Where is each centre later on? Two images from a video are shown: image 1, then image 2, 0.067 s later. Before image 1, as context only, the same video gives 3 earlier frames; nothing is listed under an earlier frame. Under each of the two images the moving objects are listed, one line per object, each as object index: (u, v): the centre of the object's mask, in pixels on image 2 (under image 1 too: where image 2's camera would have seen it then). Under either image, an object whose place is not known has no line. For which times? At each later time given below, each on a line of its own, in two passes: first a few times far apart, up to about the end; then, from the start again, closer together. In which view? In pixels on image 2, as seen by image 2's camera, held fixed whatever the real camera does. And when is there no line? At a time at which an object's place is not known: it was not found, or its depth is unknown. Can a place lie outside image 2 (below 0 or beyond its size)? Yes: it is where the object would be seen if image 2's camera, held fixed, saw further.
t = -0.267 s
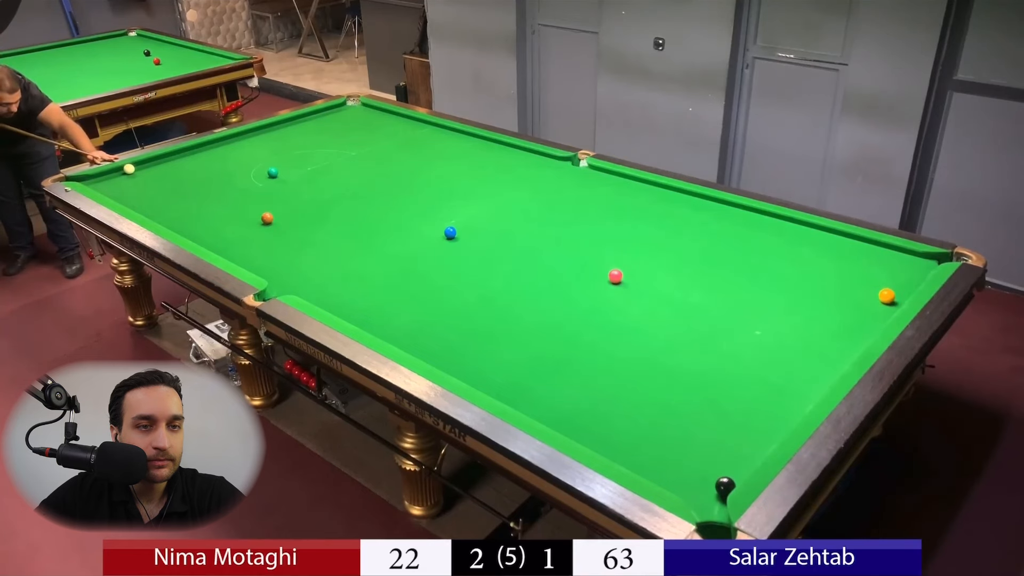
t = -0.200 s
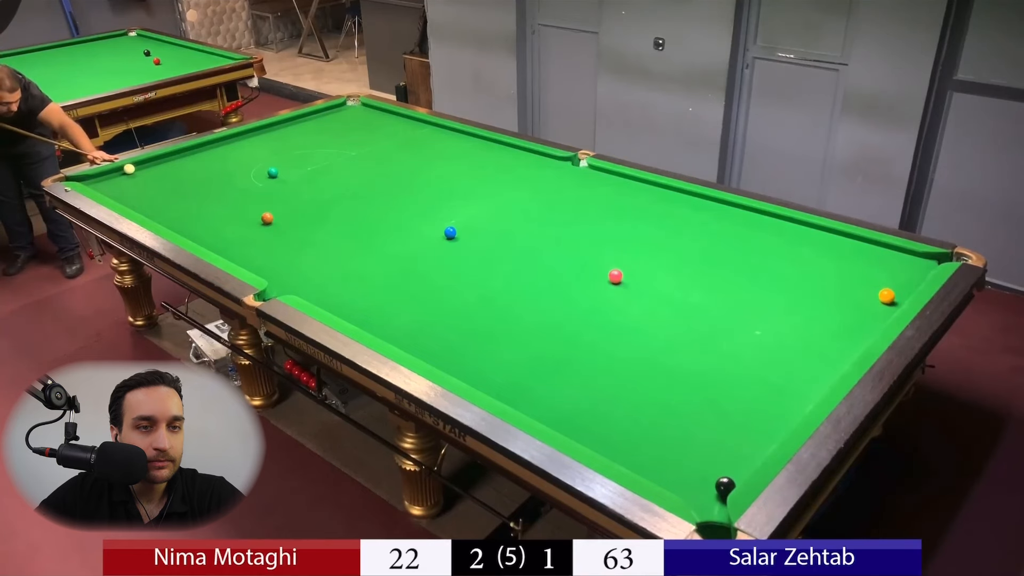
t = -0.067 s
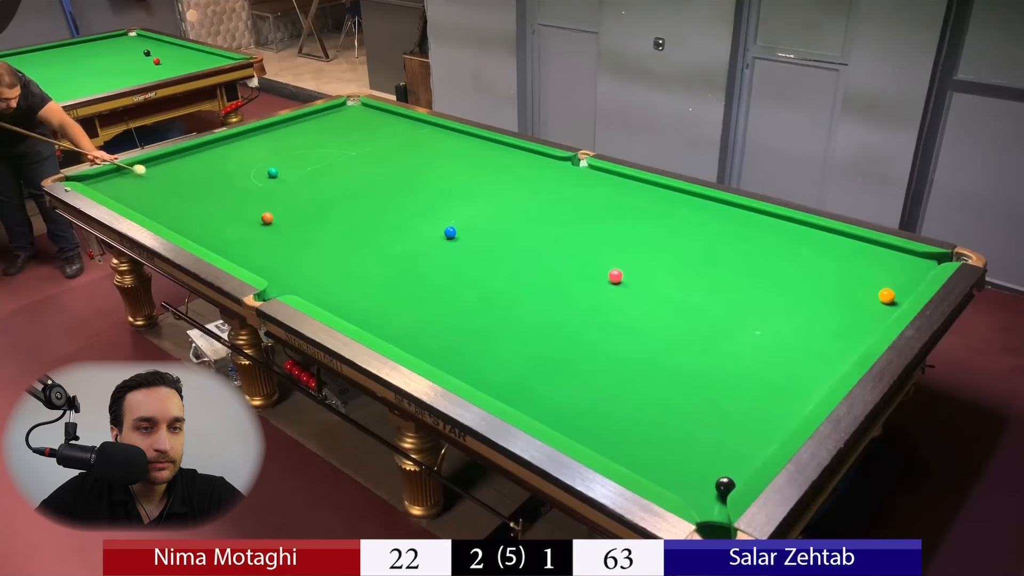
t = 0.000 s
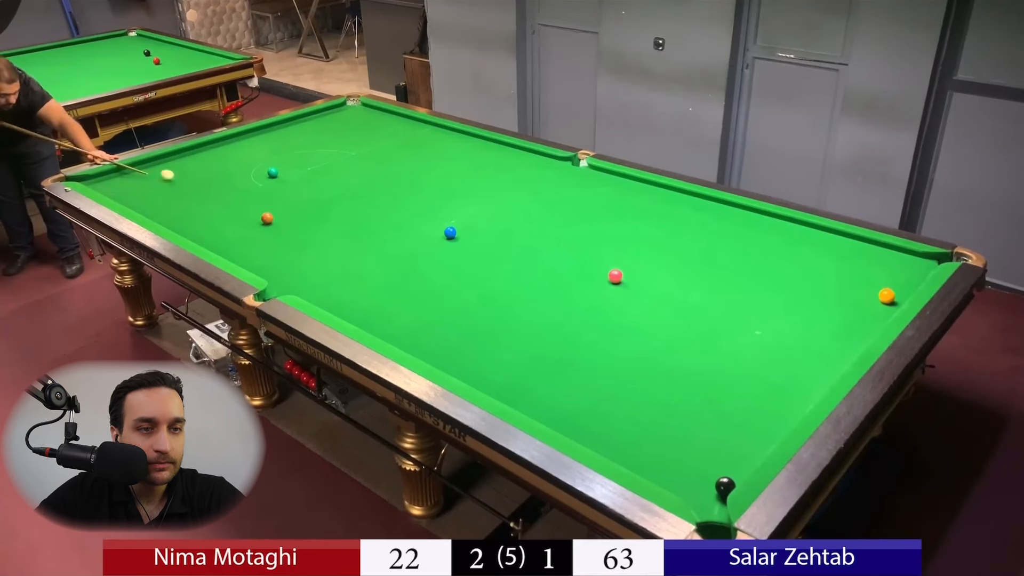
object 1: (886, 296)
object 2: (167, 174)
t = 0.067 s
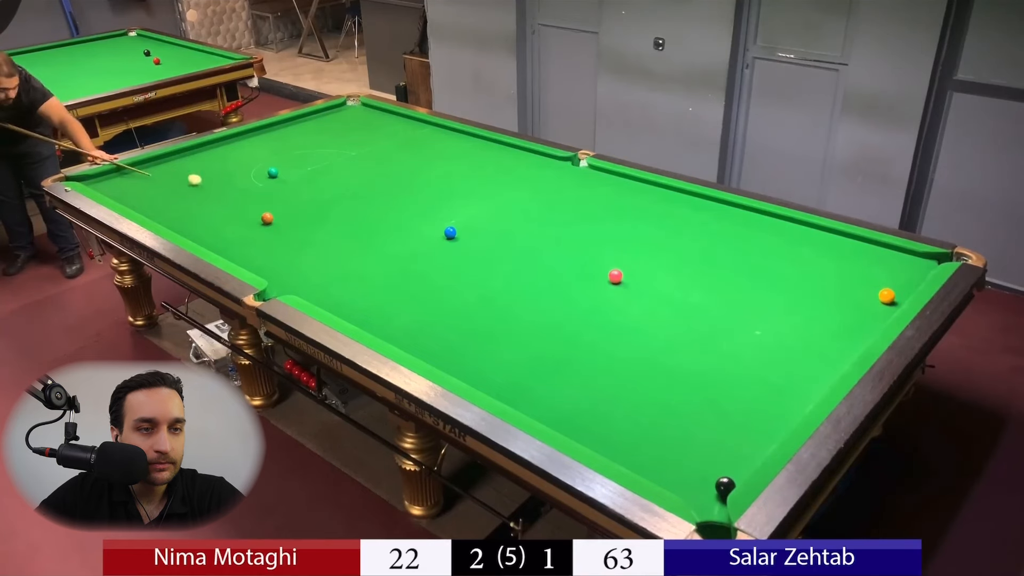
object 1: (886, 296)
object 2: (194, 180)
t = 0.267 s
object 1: (886, 296)
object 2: (280, 195)
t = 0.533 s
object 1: (887, 296)
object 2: (407, 217)
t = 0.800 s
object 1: (886, 296)
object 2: (549, 242)
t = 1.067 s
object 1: (887, 296)
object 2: (714, 270)
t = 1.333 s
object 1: (905, 292)
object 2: (884, 305)
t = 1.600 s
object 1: (867, 260)
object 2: (819, 305)
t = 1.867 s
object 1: (837, 234)
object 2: (766, 302)
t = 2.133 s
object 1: (787, 229)
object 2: (714, 299)
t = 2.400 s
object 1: (739, 225)
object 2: (666, 296)
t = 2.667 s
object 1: (693, 222)
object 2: (621, 293)
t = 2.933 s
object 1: (651, 219)
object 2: (579, 291)
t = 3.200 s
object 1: (611, 216)
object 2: (540, 289)
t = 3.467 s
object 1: (573, 214)
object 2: (503, 287)
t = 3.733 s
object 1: (539, 211)
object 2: (468, 286)
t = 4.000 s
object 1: (506, 208)
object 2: (436, 284)
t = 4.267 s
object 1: (476, 206)
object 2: (405, 283)
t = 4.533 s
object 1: (447, 204)
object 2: (377, 282)
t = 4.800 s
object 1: (421, 201)
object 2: (351, 280)
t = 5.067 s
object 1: (396, 199)
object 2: (327, 280)
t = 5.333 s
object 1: (372, 196)
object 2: (305, 278)
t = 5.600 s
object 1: (351, 194)
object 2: (285, 277)
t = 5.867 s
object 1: (330, 193)
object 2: (267, 276)
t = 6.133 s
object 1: (311, 191)
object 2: (263, 271)
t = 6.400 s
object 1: (294, 189)
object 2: (262, 268)
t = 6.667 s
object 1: (278, 188)
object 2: (261, 264)
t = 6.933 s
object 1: (264, 186)
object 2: (261, 261)
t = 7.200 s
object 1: (252, 185)
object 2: (261, 260)
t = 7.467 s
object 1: (240, 184)
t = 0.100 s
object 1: (886, 296)
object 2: (208, 182)
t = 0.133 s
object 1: (886, 296)
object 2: (222, 184)
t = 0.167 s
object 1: (886, 296)
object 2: (236, 187)
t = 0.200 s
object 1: (886, 296)
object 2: (250, 189)
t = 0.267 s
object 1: (886, 296)
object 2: (280, 195)
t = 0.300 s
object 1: (886, 296)
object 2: (295, 197)
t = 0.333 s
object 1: (886, 296)
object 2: (310, 200)
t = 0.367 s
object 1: (886, 296)
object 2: (326, 203)
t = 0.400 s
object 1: (886, 296)
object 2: (342, 205)
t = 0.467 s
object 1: (886, 296)
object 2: (374, 211)
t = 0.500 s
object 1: (887, 296)
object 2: (391, 214)
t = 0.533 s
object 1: (887, 296)
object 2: (407, 217)
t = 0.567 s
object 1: (887, 296)
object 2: (424, 220)
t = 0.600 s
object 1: (886, 296)
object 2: (441, 223)
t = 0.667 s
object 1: (886, 296)
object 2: (476, 229)
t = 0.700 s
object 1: (887, 296)
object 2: (494, 232)
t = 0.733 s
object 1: (887, 296)
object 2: (512, 235)
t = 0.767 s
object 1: (887, 296)
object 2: (531, 238)
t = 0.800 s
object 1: (886, 296)
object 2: (549, 242)
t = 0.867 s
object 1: (887, 296)
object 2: (588, 248)
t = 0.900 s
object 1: (886, 296)
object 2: (608, 251)
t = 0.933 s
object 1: (887, 296)
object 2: (629, 255)
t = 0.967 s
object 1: (887, 296)
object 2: (649, 259)
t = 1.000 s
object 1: (887, 296)
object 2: (671, 262)
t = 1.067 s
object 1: (887, 296)
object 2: (714, 270)
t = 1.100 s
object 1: (886, 296)
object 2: (737, 273)
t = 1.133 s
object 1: (887, 296)
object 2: (760, 277)
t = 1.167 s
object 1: (887, 296)
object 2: (783, 281)
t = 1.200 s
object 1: (887, 296)
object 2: (807, 285)
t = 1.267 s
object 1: (887, 296)
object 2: (856, 294)
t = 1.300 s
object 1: (892, 295)
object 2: (875, 299)
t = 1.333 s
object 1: (905, 292)
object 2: (884, 305)
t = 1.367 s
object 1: (899, 288)
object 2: (886, 309)
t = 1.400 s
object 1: (893, 283)
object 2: (874, 309)
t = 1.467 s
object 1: (883, 274)
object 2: (852, 307)
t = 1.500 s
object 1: (879, 271)
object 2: (843, 307)
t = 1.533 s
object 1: (875, 267)
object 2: (834, 306)
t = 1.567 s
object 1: (871, 264)
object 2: (827, 305)
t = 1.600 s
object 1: (867, 260)
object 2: (819, 305)
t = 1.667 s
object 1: (859, 253)
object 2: (806, 304)
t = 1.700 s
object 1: (855, 250)
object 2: (799, 304)
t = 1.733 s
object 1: (851, 247)
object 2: (792, 304)
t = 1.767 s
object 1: (847, 243)
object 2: (786, 303)
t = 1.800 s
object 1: (844, 240)
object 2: (779, 303)
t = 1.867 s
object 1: (837, 234)
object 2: (766, 302)
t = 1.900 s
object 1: (833, 232)
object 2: (759, 302)
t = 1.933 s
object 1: (826, 231)
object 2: (752, 301)
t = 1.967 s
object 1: (819, 231)
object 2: (746, 301)
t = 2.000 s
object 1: (813, 231)
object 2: (739, 301)
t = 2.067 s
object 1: (800, 230)
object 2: (727, 300)
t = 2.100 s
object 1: (794, 229)
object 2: (721, 299)
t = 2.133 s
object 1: (787, 229)
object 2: (714, 299)
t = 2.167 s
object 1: (781, 229)
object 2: (708, 299)
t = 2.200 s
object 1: (775, 228)
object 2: (702, 298)
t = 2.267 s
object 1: (763, 227)
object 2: (690, 298)
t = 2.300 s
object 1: (757, 227)
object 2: (684, 297)
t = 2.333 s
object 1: (751, 226)
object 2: (678, 297)
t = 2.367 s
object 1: (745, 226)
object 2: (672, 297)
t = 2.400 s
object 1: (739, 225)
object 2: (666, 296)
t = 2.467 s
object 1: (727, 225)
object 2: (655, 295)
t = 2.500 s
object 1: (721, 224)
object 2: (649, 295)
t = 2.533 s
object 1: (716, 224)
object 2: (643, 295)
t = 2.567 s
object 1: (710, 223)
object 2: (638, 294)
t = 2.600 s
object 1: (704, 223)
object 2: (632, 294)
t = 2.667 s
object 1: (693, 222)
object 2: (621, 293)
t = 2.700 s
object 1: (688, 222)
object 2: (616, 293)
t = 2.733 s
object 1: (682, 222)
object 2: (610, 293)
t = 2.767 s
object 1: (677, 221)
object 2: (605, 293)
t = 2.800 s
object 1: (672, 221)
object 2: (600, 292)
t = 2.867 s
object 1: (661, 220)
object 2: (589, 292)
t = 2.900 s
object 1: (656, 220)
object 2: (584, 292)
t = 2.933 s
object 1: (651, 219)
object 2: (579, 291)
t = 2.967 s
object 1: (645, 219)
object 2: (574, 291)
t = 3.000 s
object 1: (640, 219)
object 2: (569, 291)
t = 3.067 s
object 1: (630, 218)
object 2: (559, 291)
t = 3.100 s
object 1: (625, 217)
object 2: (554, 290)
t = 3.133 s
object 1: (620, 217)
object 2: (549, 290)
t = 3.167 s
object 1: (616, 217)
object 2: (544, 290)
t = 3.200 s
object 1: (611, 216)
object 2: (540, 289)
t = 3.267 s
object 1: (601, 215)
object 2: (530, 289)
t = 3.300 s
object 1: (596, 215)
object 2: (526, 288)
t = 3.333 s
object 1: (592, 215)
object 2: (521, 288)
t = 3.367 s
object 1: (587, 215)
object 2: (517, 288)
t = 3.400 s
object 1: (583, 214)
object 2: (512, 288)
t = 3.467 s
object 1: (573, 214)
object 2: (503, 287)
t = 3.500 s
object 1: (569, 213)
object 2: (498, 287)
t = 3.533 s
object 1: (565, 213)
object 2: (494, 287)
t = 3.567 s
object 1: (560, 212)
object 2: (489, 287)
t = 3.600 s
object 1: (556, 212)
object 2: (485, 287)
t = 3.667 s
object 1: (547, 212)
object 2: (477, 286)
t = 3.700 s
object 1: (543, 211)
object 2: (472, 286)
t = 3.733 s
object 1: (539, 211)
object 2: (468, 286)
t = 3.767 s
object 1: (535, 211)
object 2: (464, 285)
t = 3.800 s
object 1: (530, 210)
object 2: (460, 285)
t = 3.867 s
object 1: (522, 210)
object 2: (451, 285)
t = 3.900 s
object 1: (518, 209)
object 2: (448, 285)
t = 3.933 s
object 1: (514, 209)
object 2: (444, 284)
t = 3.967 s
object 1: (510, 209)
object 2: (440, 284)
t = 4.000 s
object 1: (506, 208)
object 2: (436, 284)
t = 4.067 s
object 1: (499, 208)
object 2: (428, 284)
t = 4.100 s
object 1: (495, 207)
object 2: (424, 284)
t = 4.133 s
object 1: (491, 207)
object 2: (420, 284)
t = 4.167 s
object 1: (487, 206)
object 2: (417, 283)
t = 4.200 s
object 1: (483, 206)
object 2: (413, 283)
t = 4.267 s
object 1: (476, 206)
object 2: (405, 283)
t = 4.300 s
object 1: (472, 206)
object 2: (402, 283)
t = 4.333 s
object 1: (468, 205)
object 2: (398, 282)
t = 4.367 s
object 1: (465, 205)
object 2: (394, 282)
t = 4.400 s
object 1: (461, 205)
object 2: (391, 282)
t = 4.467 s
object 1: (454, 204)
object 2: (384, 282)
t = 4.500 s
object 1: (451, 204)
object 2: (381, 281)
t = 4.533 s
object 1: (447, 204)
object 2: (377, 282)
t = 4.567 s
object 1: (444, 203)
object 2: (374, 281)
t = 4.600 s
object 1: (440, 203)
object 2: (371, 281)
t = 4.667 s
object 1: (434, 202)
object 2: (364, 281)
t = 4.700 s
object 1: (431, 202)
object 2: (361, 281)
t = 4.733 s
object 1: (427, 202)
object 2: (358, 280)
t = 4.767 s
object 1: (424, 201)
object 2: (354, 280)
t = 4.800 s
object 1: (421, 201)
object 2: (351, 280)
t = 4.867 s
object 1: (414, 201)
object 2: (345, 280)
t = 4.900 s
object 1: (411, 200)
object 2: (342, 280)
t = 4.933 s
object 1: (408, 200)
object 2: (339, 280)
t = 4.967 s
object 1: (405, 199)
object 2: (336, 280)
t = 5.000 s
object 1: (402, 199)
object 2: (333, 280)
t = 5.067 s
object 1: (396, 199)
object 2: (327, 280)
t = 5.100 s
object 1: (393, 198)
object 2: (324, 279)
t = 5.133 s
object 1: (390, 198)
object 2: (322, 279)
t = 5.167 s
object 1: (387, 198)
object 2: (319, 279)
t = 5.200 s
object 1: (384, 197)
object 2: (316, 279)
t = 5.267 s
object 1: (378, 197)
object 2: (310, 279)
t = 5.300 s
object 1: (375, 197)
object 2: (308, 278)
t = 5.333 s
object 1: (372, 196)
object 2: (305, 278)
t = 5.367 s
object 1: (369, 196)
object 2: (302, 278)
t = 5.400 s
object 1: (366, 196)
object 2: (300, 278)
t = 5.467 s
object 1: (361, 196)
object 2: (295, 278)
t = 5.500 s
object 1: (358, 195)
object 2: (292, 278)
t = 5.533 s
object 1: (356, 195)
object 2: (290, 278)
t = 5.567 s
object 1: (353, 195)
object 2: (288, 277)
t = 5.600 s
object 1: (351, 194)
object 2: (285, 277)
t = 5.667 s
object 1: (345, 194)
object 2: (280, 277)
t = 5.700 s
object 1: (343, 194)
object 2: (278, 277)
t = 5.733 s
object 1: (340, 194)
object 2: (276, 277)
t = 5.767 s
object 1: (337, 193)
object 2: (274, 276)
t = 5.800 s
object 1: (335, 193)
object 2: (272, 276)
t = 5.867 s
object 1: (330, 193)
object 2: (267, 276)
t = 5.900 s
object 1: (328, 192)
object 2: (265, 275)
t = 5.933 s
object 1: (325, 192)
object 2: (265, 275)
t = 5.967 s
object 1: (323, 192)
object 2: (265, 274)
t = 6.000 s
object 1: (321, 192)
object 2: (264, 274)
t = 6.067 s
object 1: (316, 191)
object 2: (264, 272)
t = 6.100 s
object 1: (314, 191)
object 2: (264, 272)
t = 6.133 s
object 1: (311, 191)
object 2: (263, 271)
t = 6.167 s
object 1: (309, 191)
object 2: (263, 271)
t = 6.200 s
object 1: (307, 190)
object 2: (263, 271)
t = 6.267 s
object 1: (303, 190)
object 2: (263, 270)
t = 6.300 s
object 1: (300, 190)
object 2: (262, 269)
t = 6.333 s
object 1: (298, 190)
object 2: (262, 269)
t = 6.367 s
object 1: (296, 189)
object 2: (262, 269)
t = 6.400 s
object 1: (294, 189)
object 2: (262, 268)
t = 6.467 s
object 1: (290, 189)
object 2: (262, 267)
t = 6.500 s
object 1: (288, 189)
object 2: (262, 267)
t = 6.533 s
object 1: (286, 189)
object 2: (262, 266)
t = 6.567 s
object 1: (284, 188)
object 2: (262, 266)
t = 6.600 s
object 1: (282, 188)
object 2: (261, 265)
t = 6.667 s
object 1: (278, 188)
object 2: (261, 264)
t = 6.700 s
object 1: (277, 188)
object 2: (261, 264)
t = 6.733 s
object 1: (275, 187)
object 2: (261, 263)
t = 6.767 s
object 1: (273, 187)
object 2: (261, 263)
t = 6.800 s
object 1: (271, 187)
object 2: (261, 263)
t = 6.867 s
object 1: (267, 187)
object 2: (261, 262)
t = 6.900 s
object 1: (266, 186)
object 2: (261, 262)
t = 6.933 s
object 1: (264, 186)
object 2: (261, 261)
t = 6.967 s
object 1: (262, 186)
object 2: (261, 261)
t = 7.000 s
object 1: (261, 186)
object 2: (261, 261)
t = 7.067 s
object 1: (257, 185)
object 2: (261, 261)
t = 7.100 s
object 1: (256, 185)
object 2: (261, 260)
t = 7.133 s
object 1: (254, 185)
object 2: (261, 260)
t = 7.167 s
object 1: (253, 185)
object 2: (261, 260)
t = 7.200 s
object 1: (252, 185)
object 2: (261, 260)
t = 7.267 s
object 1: (248, 185)
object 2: (261, 259)
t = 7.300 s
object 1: (247, 184)
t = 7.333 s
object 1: (246, 184)
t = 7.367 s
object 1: (244, 184)
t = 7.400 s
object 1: (243, 184)
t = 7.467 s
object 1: (240, 184)
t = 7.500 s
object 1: (239, 184)
